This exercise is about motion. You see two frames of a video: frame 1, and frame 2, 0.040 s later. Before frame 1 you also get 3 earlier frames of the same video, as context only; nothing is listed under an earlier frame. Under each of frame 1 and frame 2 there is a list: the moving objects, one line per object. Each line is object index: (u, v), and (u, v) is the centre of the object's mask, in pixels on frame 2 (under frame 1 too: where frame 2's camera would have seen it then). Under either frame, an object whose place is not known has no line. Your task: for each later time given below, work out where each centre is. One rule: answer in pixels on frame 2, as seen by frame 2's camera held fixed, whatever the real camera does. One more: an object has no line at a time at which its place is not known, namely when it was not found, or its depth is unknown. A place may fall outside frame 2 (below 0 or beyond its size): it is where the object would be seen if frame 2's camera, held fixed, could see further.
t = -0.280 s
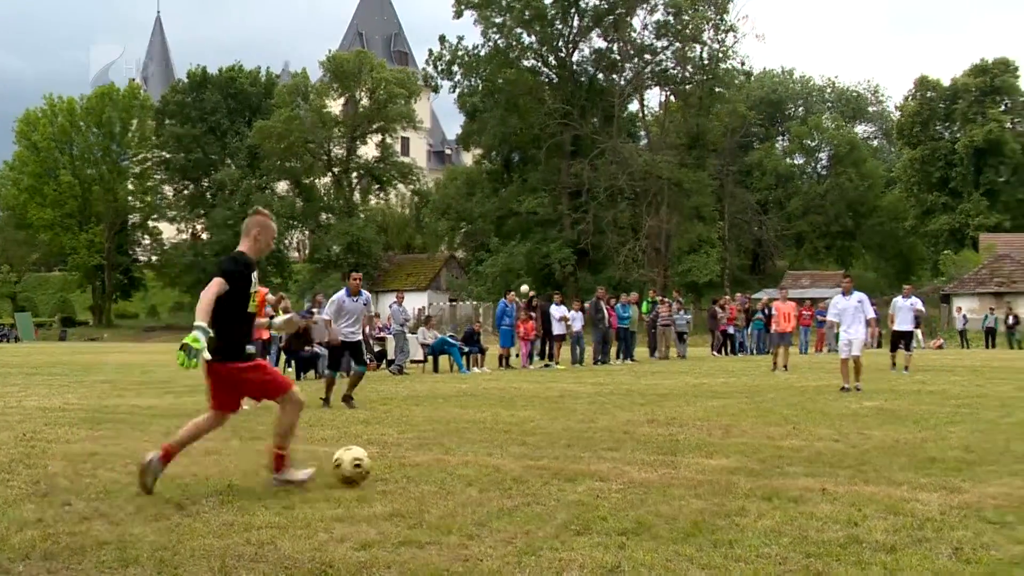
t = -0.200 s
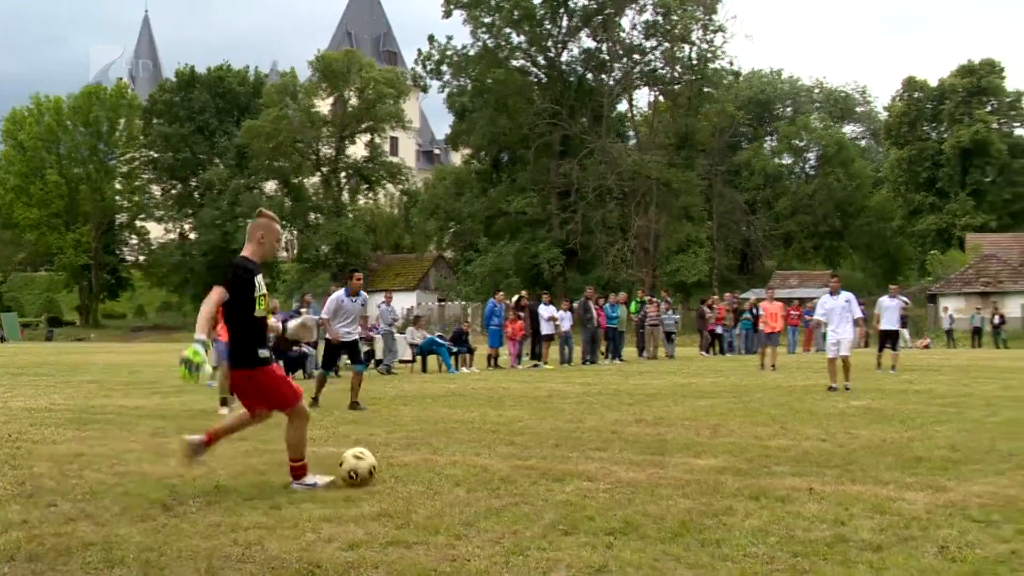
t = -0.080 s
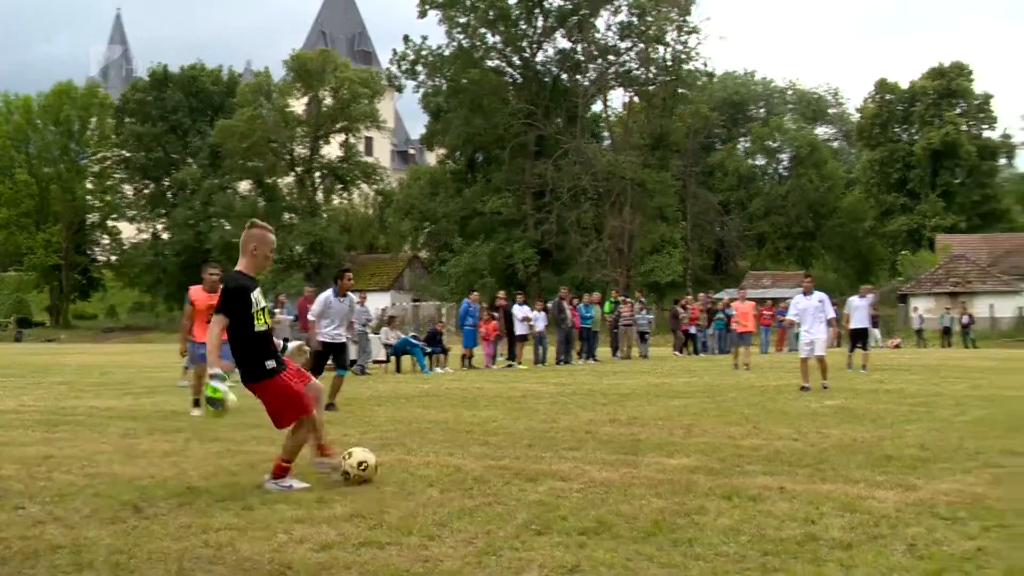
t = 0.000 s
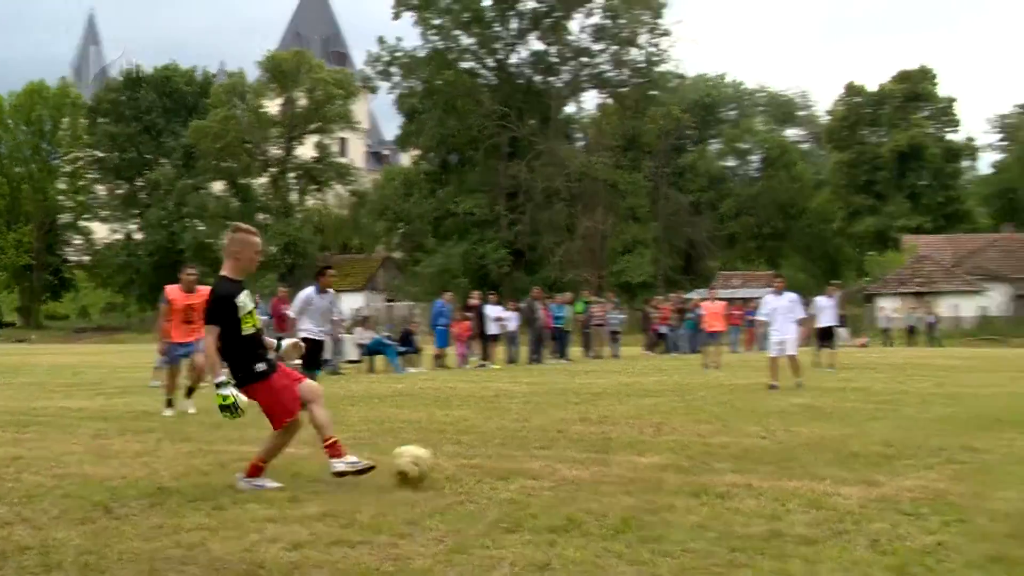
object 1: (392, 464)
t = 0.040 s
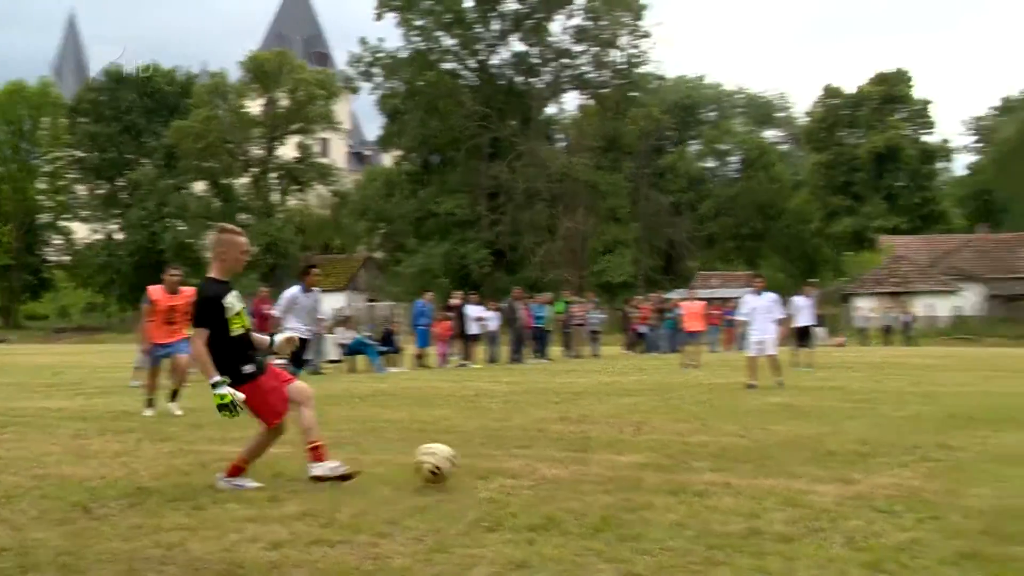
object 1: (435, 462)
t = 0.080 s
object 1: (479, 464)
